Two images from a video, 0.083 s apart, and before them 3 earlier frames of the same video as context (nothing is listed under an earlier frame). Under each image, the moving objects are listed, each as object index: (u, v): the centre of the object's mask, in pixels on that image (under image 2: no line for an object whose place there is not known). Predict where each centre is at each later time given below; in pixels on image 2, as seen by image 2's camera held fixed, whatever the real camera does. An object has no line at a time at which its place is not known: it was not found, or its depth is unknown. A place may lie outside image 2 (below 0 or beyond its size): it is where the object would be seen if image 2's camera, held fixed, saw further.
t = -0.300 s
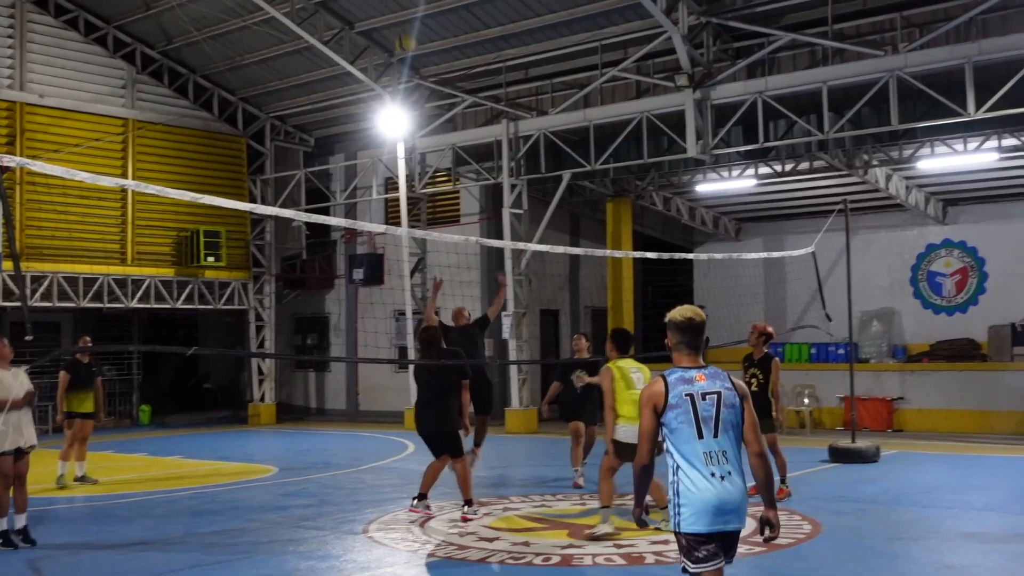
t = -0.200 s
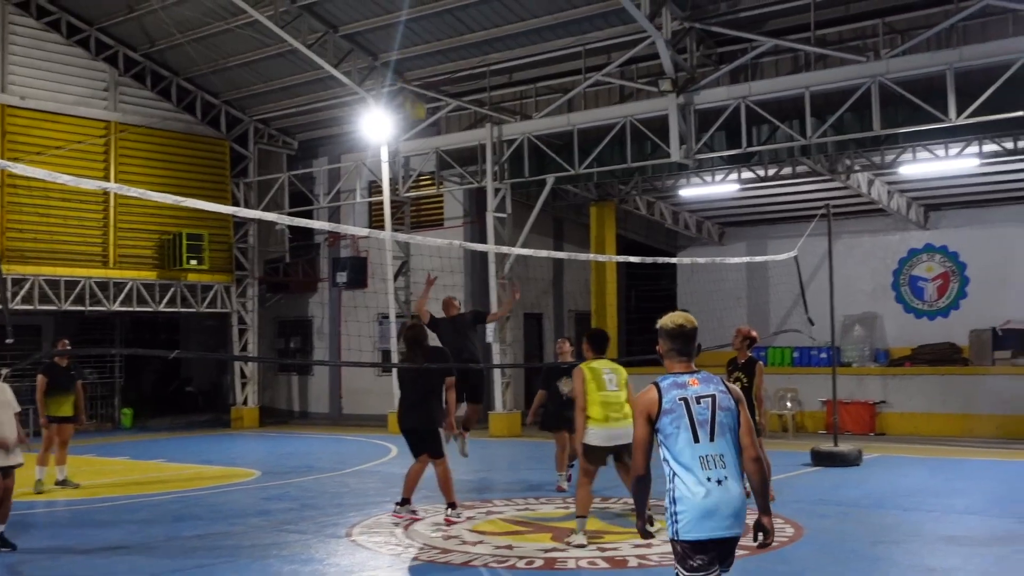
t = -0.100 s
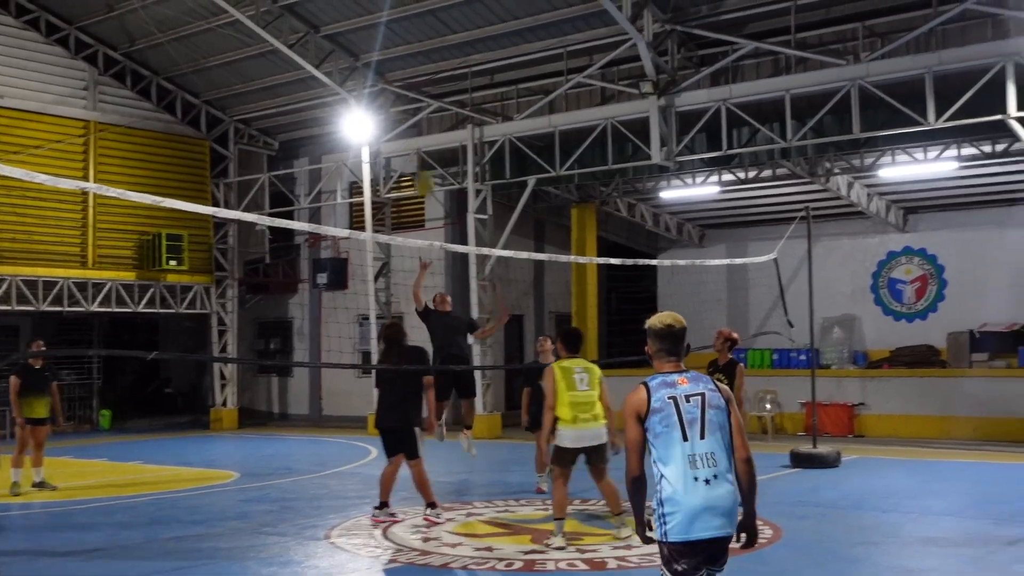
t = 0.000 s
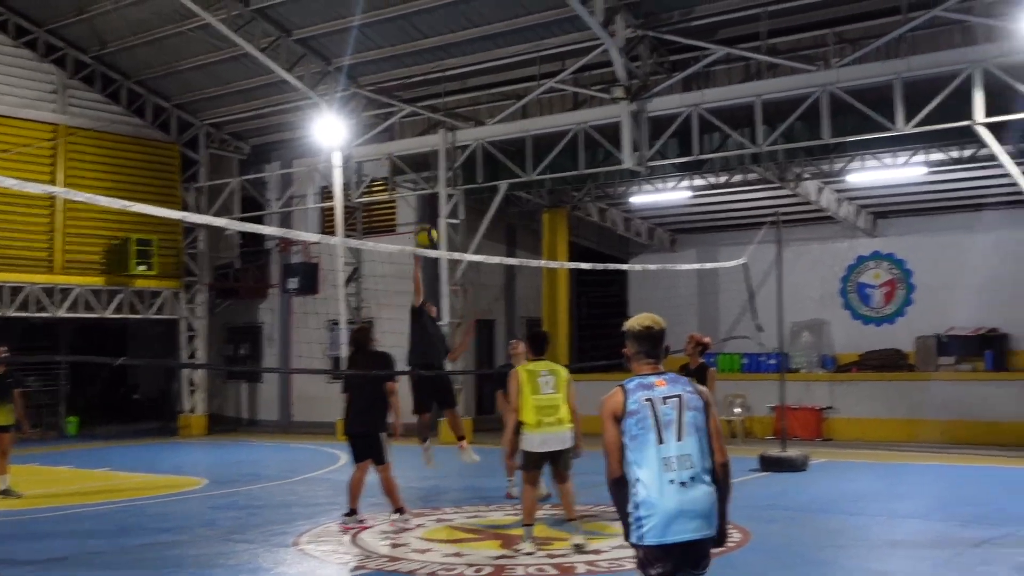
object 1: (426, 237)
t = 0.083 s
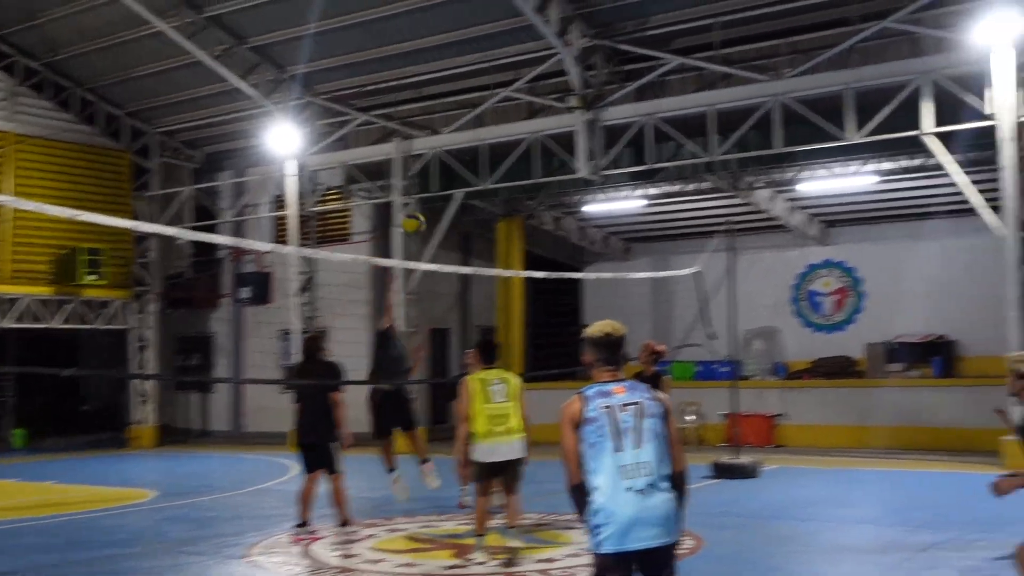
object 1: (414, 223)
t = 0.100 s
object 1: (420, 219)
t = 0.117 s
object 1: (427, 215)
